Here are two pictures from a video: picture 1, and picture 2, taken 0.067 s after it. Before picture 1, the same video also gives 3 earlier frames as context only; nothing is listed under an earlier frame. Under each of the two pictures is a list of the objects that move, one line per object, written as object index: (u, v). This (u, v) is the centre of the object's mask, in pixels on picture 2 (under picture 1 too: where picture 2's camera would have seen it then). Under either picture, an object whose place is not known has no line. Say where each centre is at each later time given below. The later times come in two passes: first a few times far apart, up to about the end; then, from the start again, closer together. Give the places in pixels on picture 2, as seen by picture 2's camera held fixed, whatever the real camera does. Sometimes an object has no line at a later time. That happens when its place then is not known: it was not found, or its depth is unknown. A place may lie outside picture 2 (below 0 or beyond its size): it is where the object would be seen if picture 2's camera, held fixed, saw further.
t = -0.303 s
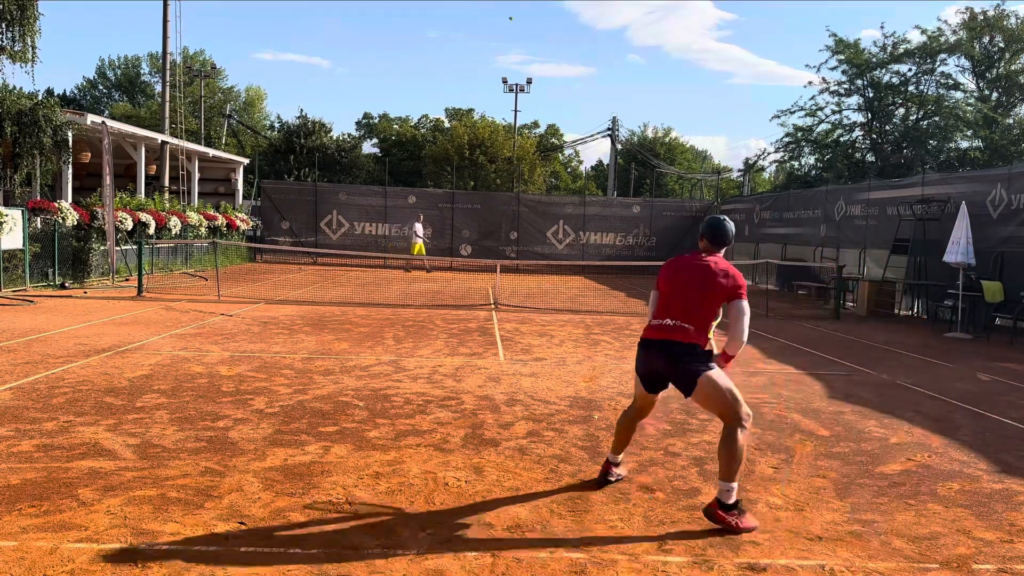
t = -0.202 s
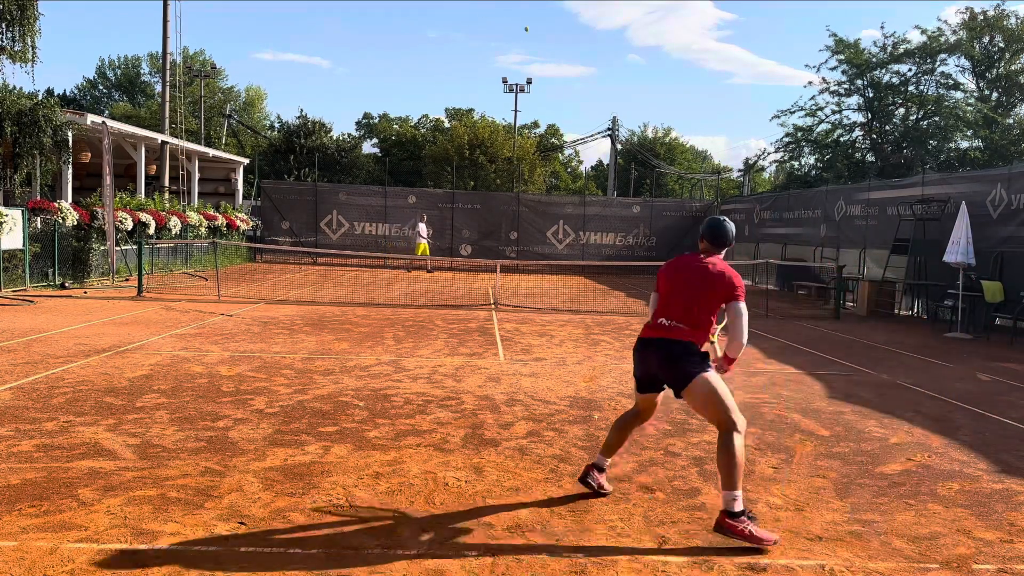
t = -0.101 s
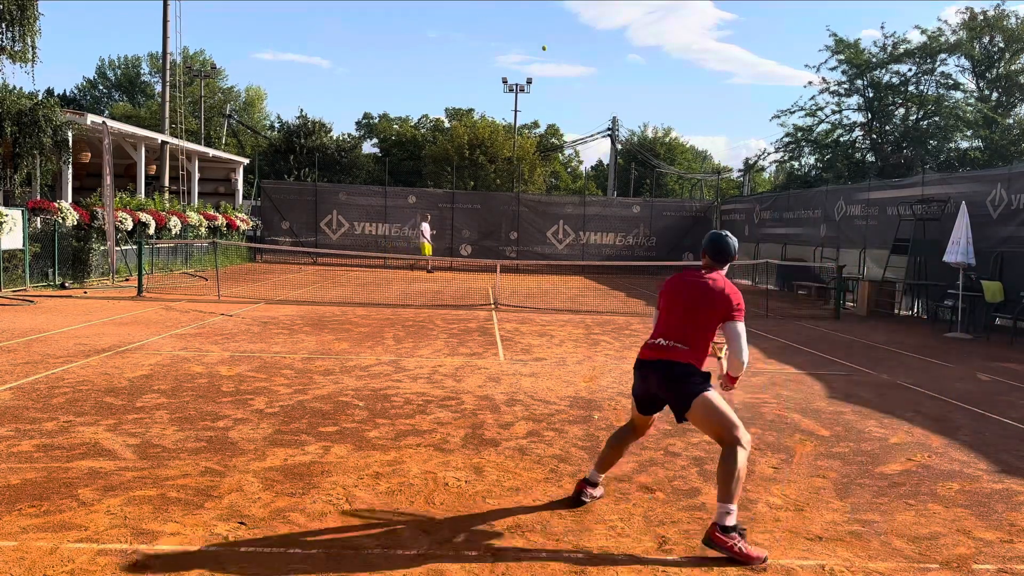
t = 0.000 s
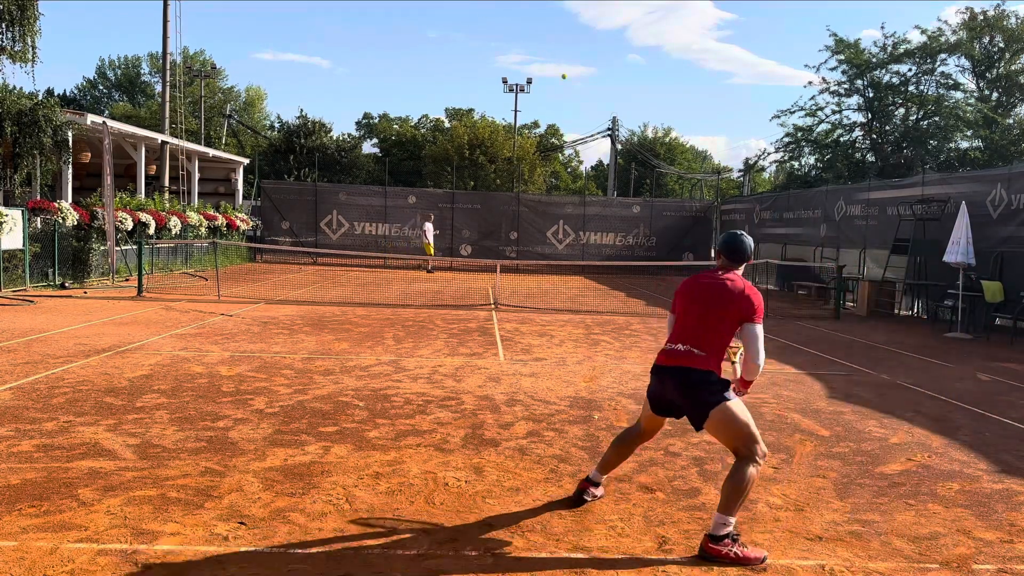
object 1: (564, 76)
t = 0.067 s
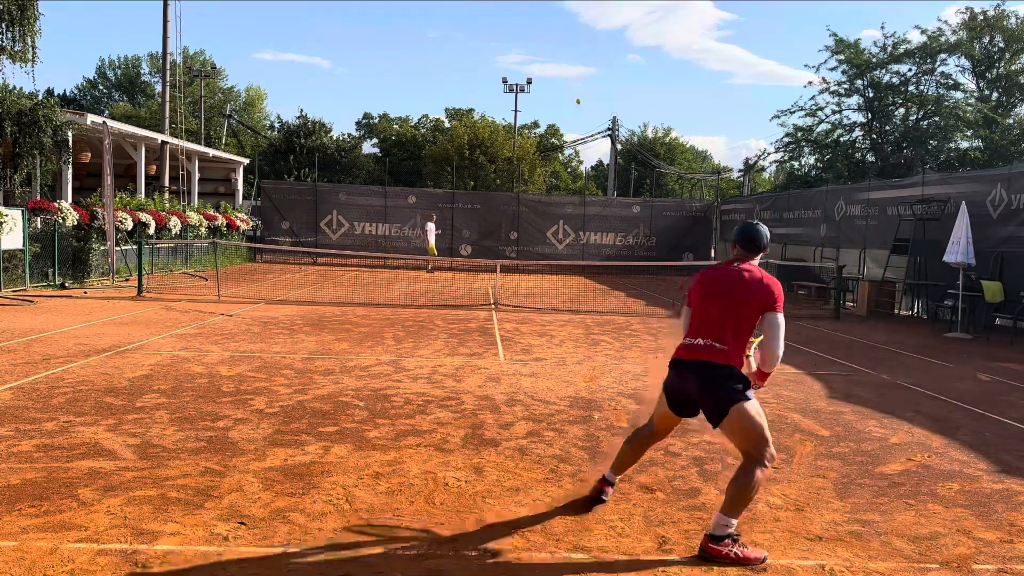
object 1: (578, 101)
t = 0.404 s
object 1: (677, 326)
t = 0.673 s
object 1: (728, 276)
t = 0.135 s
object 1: (594, 132)
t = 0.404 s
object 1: (677, 326)
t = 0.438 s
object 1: (692, 363)
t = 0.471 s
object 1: (704, 401)
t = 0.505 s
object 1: (710, 385)
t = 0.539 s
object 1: (713, 361)
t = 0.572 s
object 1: (718, 337)
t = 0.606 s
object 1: (721, 316)
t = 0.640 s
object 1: (724, 296)
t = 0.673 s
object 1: (728, 276)
